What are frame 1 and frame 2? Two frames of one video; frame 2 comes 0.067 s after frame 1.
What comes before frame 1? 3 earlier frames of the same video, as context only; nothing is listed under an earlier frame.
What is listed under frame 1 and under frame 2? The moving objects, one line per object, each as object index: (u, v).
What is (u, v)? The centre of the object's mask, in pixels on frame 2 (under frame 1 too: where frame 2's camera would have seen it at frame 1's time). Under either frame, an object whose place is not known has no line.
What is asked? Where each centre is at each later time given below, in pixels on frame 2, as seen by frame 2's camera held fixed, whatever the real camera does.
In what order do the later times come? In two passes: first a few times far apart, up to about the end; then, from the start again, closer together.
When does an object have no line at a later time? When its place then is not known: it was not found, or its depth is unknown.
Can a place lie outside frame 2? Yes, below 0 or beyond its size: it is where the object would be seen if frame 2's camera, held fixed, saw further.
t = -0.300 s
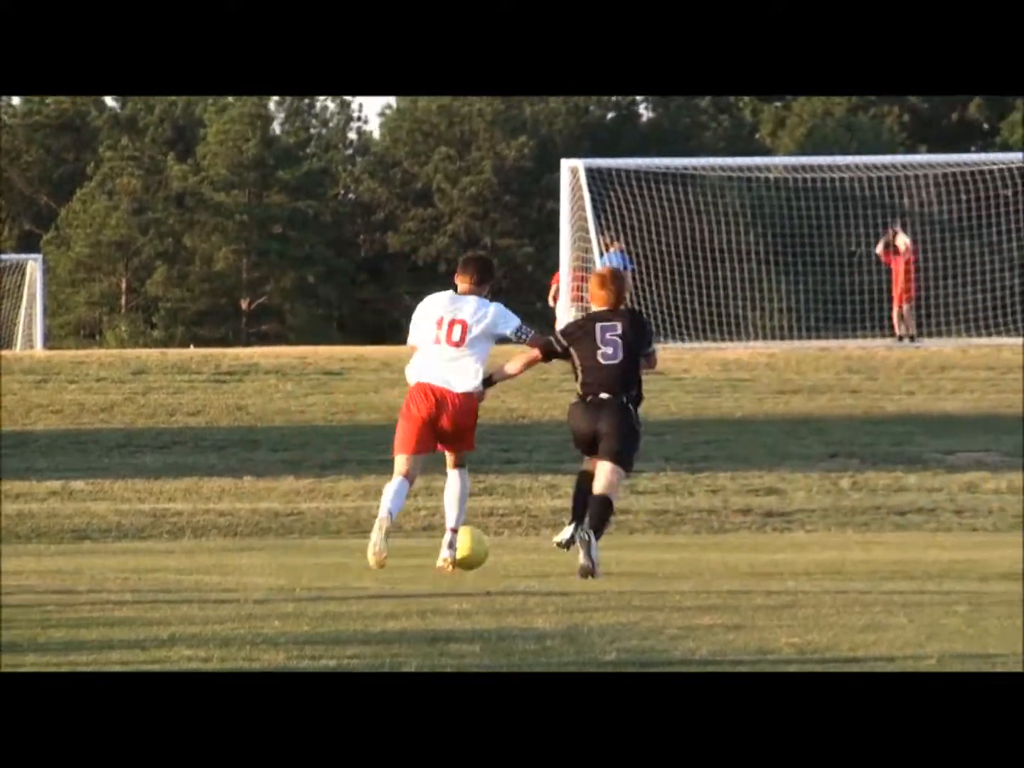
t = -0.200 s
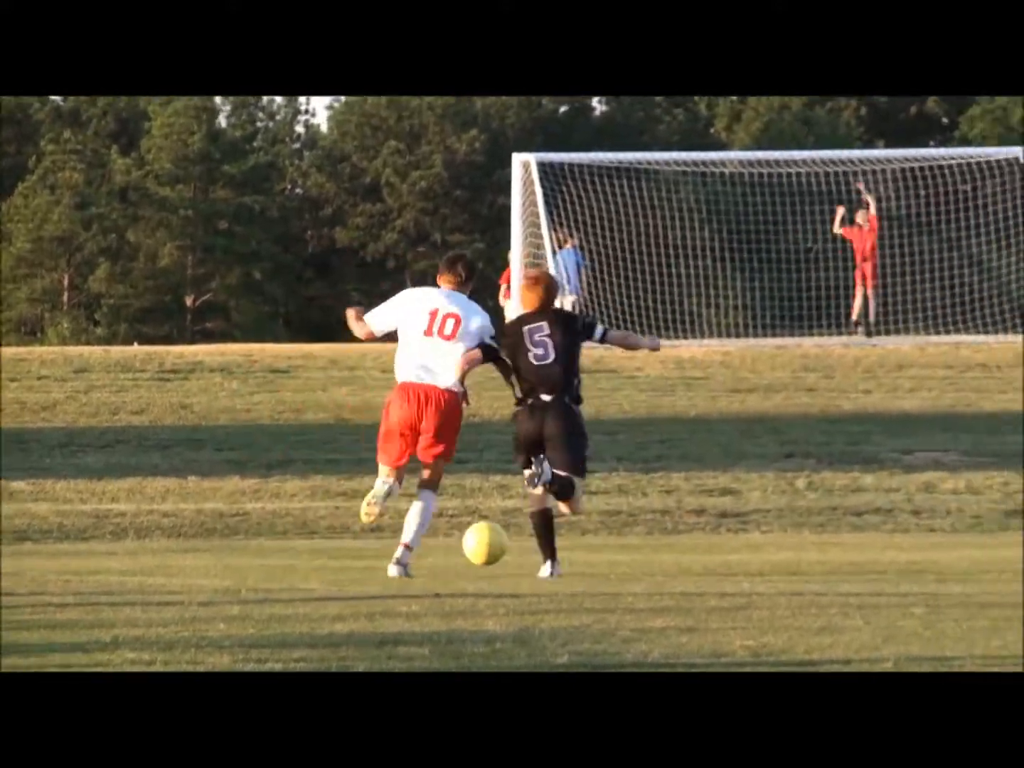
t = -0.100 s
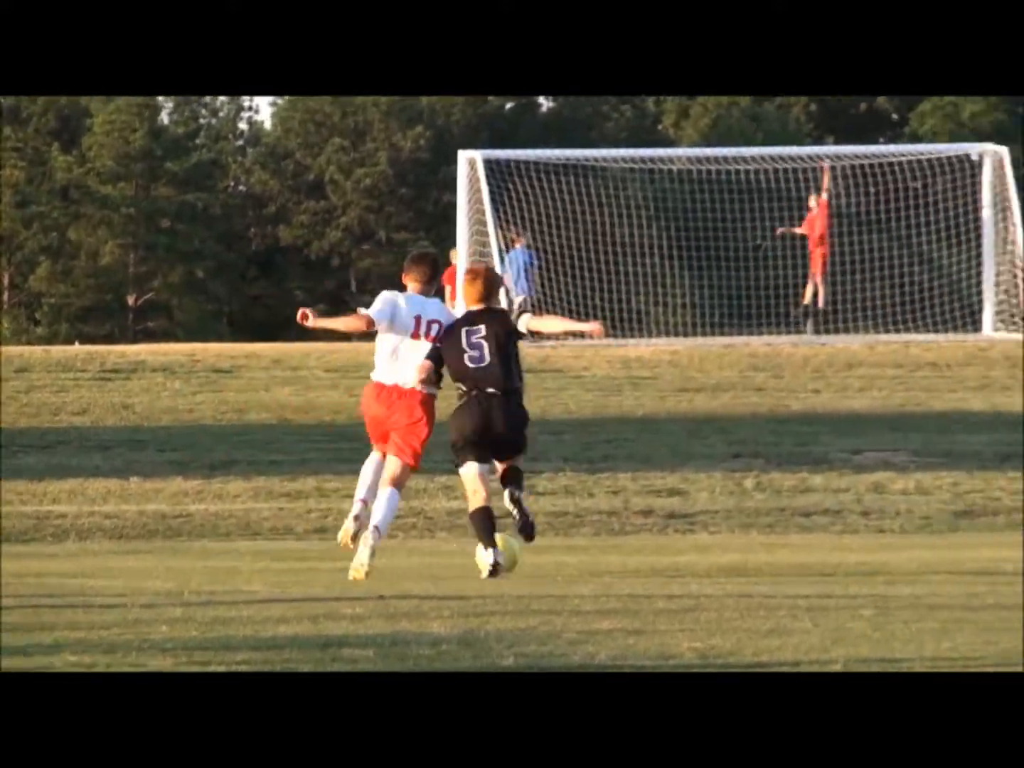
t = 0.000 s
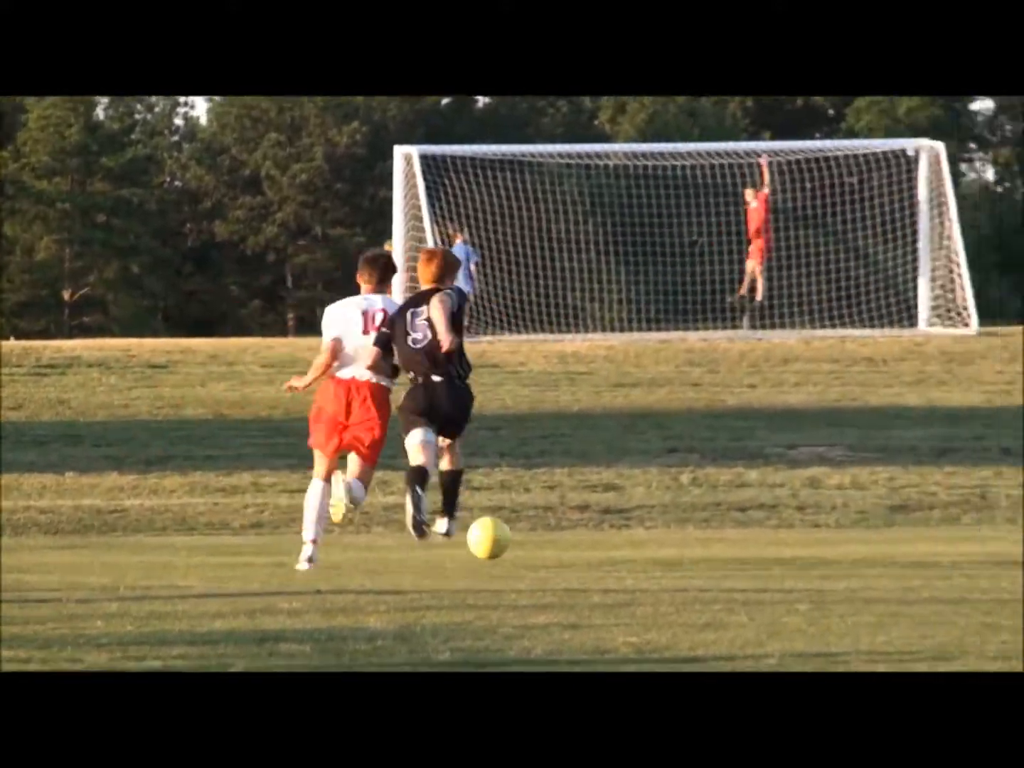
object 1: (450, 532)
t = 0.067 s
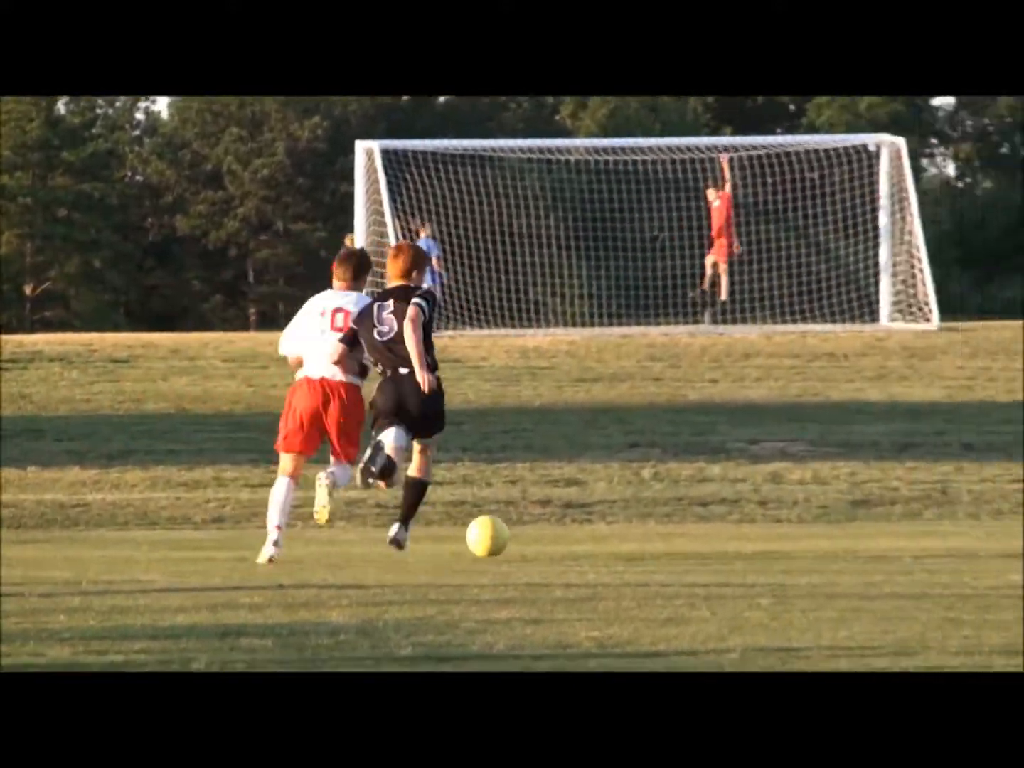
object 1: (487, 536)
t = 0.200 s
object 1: (545, 532)
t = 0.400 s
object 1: (616, 530)
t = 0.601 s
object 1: (668, 524)
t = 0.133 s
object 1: (518, 534)
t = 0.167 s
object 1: (532, 532)
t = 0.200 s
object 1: (545, 532)
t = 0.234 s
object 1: (559, 533)
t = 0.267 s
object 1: (571, 533)
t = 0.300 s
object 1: (583, 531)
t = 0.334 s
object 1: (595, 529)
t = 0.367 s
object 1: (606, 529)
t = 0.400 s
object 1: (616, 530)
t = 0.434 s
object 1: (626, 531)
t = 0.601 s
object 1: (668, 524)
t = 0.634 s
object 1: (677, 529)
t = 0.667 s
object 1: (685, 530)
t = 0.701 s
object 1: (692, 525)
